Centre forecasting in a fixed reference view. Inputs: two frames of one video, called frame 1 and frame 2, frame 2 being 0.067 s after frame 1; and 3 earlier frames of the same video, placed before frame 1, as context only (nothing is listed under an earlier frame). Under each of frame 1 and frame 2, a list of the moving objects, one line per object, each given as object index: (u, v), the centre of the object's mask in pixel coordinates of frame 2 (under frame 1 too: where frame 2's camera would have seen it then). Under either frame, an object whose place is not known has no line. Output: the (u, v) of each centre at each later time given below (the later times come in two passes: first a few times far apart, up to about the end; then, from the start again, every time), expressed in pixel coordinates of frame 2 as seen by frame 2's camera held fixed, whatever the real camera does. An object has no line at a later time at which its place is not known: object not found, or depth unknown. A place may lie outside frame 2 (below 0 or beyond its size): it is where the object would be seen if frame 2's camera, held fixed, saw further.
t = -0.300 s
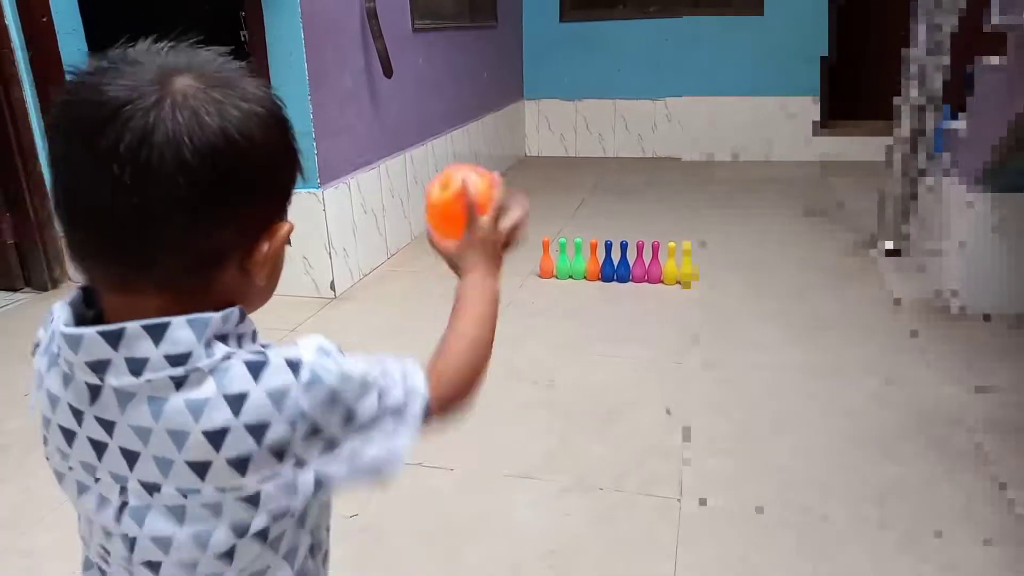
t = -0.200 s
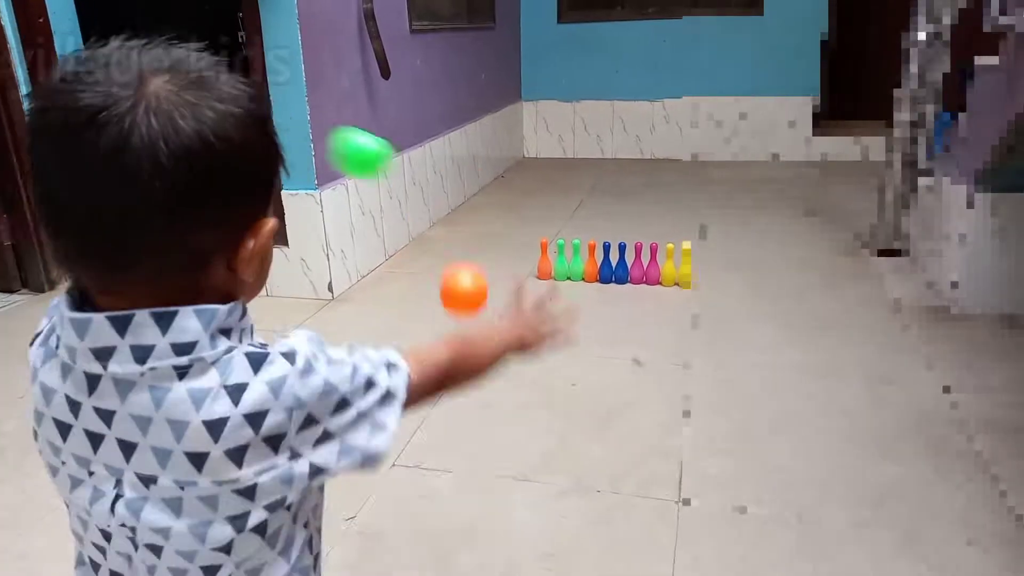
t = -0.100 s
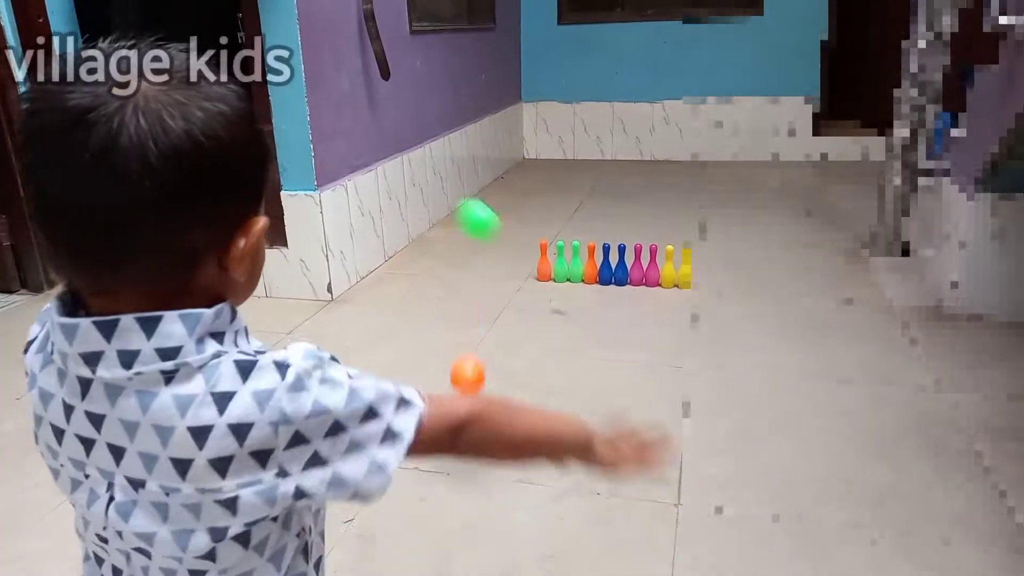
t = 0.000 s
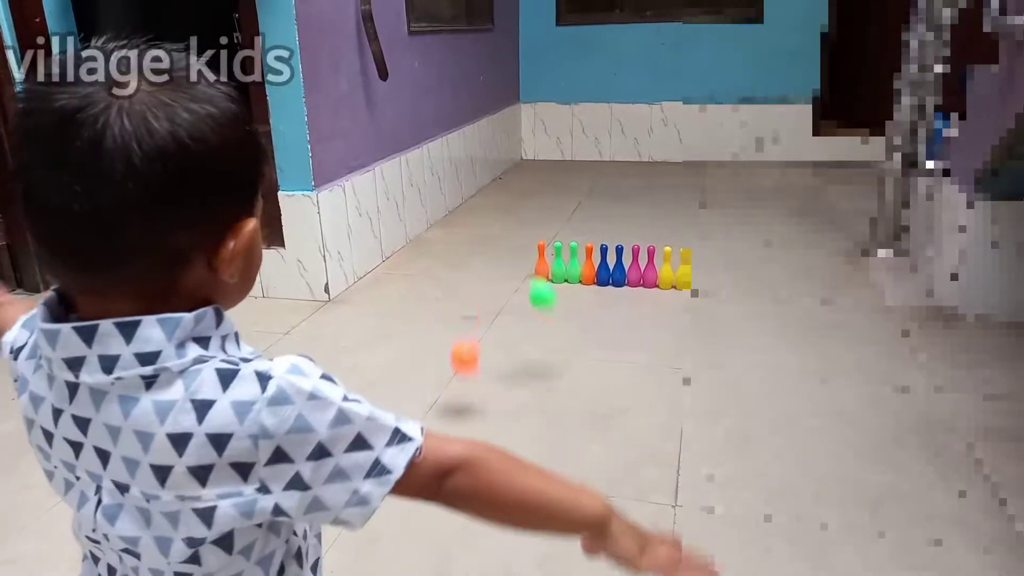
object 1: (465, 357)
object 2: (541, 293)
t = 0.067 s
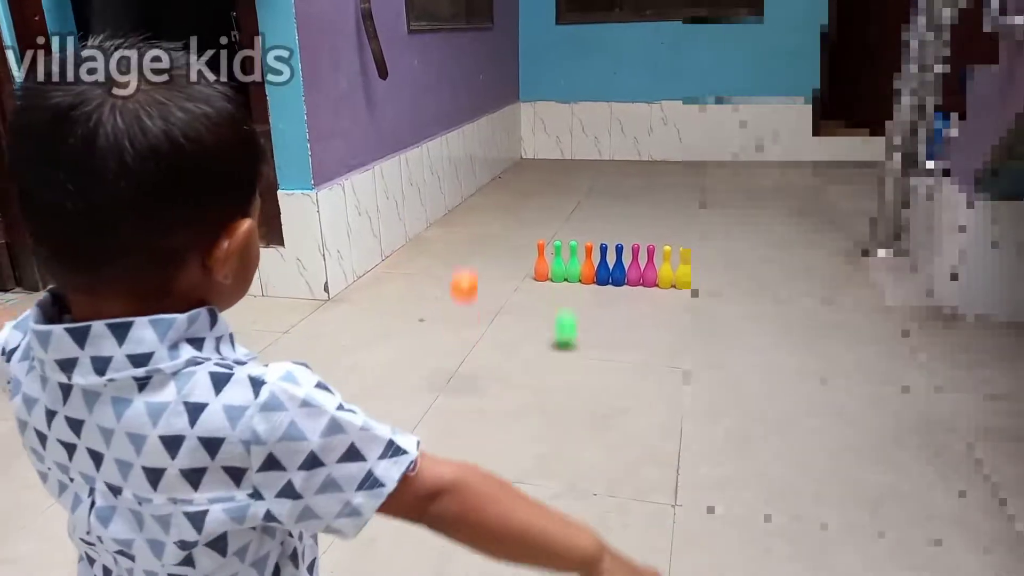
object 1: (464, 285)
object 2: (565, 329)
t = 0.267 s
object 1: (468, 195)
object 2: (572, 161)
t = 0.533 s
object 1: (475, 272)
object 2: (581, 152)
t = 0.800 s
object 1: (462, 173)
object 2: (582, 189)
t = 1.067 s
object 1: (458, 211)
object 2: (560, 159)
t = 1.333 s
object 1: (457, 175)
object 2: (543, 161)
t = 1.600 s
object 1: (487, 167)
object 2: (529, 178)
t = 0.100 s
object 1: (465, 257)
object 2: (567, 292)
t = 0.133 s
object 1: (465, 237)
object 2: (567, 257)
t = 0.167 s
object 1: (466, 219)
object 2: (570, 224)
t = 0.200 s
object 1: (466, 206)
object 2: (572, 200)
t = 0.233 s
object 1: (467, 199)
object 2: (573, 181)
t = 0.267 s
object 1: (468, 195)
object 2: (572, 161)
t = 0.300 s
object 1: (469, 194)
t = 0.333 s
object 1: (469, 197)
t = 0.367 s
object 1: (471, 204)
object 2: (575, 136)
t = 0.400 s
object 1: (472, 212)
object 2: (580, 132)
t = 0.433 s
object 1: (472, 223)
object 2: (582, 131)
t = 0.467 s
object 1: (473, 239)
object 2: (584, 135)
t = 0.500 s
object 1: (474, 256)
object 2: (585, 143)
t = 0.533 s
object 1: (475, 272)
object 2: (581, 152)
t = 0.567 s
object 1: (473, 249)
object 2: (580, 160)
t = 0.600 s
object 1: (471, 229)
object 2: (588, 178)
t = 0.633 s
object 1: (469, 212)
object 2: (589, 196)
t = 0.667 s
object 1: (468, 198)
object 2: (588, 214)
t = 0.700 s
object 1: (466, 187)
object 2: (590, 234)
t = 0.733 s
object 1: (464, 180)
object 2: (587, 222)
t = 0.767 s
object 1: (463, 175)
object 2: (585, 204)
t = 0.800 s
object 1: (462, 173)
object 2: (582, 189)
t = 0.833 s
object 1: (462, 173)
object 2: (579, 176)
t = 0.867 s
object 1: (460, 177)
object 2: (576, 167)
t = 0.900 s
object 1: (460, 182)
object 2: (573, 159)
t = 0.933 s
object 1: (459, 191)
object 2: (571, 154)
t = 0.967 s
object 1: (459, 201)
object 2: (568, 152)
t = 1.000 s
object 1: (459, 214)
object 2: (565, 153)
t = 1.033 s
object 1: (458, 225)
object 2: (563, 155)
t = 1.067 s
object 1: (458, 211)
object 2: (560, 159)
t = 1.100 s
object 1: (458, 197)
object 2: (557, 168)
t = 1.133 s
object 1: (457, 187)
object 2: (555, 177)
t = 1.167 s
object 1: (457, 179)
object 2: (552, 187)
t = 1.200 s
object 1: (457, 175)
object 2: (550, 199)
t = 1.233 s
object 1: (457, 172)
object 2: (548, 190)
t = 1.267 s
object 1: (457, 172)
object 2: (546, 177)
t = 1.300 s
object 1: (457, 173)
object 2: (544, 167)
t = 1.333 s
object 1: (457, 175)
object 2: (543, 161)
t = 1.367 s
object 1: (458, 182)
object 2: (541, 155)
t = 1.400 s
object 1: (463, 189)
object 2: (539, 154)
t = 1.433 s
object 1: (468, 199)
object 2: (537, 153)
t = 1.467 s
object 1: (472, 190)
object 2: (536, 153)
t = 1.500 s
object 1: (475, 181)
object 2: (534, 156)
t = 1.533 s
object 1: (479, 173)
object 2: (532, 163)
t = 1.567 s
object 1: (482, 169)
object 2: (531, 170)
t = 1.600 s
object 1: (487, 167)
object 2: (529, 178)
